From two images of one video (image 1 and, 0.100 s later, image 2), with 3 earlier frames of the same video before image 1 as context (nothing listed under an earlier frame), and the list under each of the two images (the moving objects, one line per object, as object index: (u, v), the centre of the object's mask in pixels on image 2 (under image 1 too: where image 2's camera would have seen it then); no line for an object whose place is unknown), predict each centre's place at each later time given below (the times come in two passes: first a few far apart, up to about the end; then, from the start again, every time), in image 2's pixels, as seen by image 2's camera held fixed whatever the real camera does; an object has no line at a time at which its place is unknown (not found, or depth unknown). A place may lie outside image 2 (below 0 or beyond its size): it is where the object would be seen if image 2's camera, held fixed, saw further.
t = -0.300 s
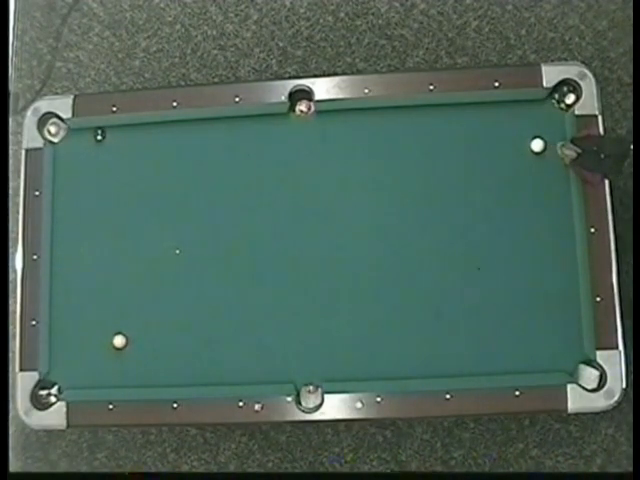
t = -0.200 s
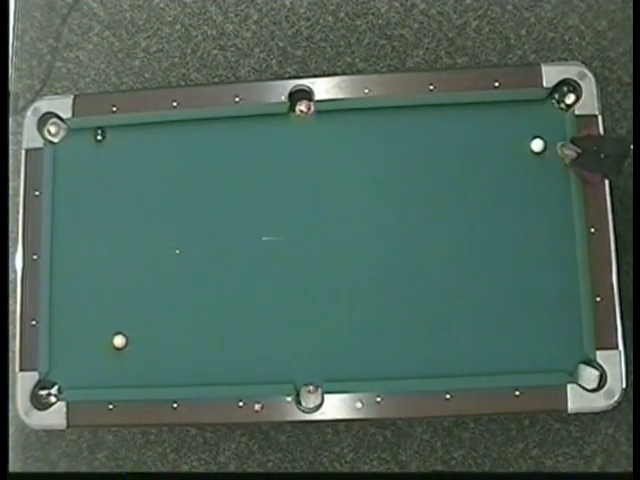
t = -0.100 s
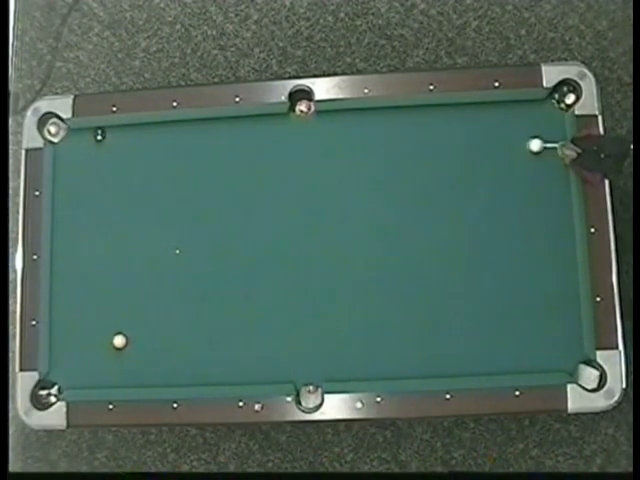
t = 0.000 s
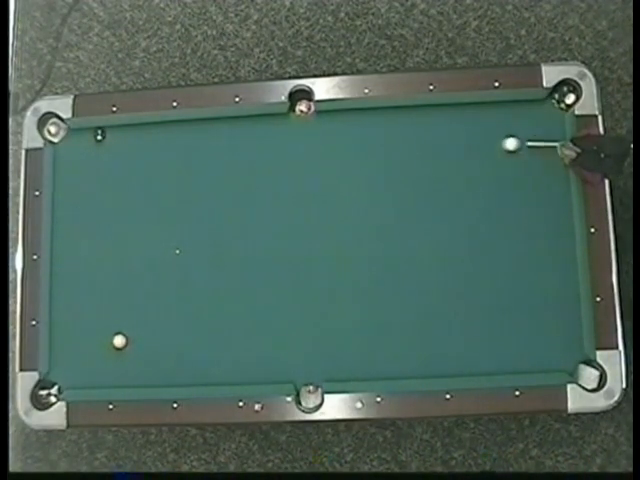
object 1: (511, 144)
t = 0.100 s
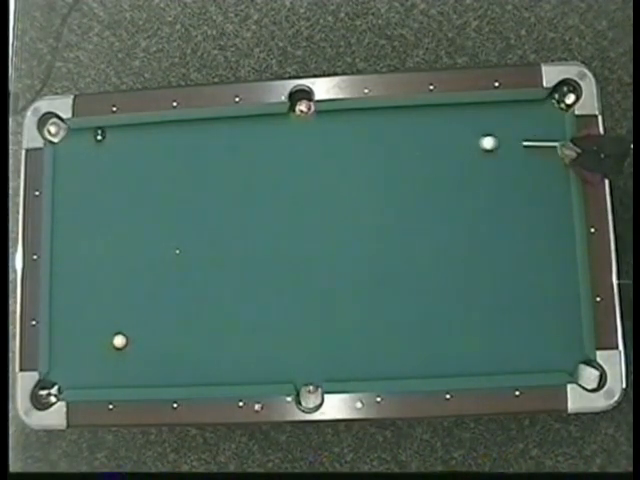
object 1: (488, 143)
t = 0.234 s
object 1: (458, 141)
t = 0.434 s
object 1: (413, 139)
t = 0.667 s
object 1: (363, 137)
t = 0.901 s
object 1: (314, 136)
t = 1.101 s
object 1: (274, 135)
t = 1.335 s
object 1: (228, 134)
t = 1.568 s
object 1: (186, 133)
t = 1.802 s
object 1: (145, 133)
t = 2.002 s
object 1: (113, 132)
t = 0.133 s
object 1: (481, 143)
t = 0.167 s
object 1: (473, 142)
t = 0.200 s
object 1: (466, 142)
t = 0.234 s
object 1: (458, 141)
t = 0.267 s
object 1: (450, 141)
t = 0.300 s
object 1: (443, 141)
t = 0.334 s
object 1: (436, 140)
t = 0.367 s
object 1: (428, 140)
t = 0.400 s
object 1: (421, 140)
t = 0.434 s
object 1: (413, 139)
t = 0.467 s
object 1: (406, 139)
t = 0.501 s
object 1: (399, 139)
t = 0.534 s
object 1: (392, 139)
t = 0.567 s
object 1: (384, 138)
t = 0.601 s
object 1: (377, 138)
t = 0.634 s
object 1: (370, 138)
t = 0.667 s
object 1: (363, 137)
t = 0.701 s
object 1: (356, 137)
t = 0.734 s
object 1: (349, 137)
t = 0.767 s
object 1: (342, 137)
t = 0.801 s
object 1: (335, 136)
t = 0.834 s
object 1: (328, 136)
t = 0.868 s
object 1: (321, 136)
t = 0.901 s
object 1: (314, 136)
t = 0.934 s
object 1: (307, 136)
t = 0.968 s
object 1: (301, 135)
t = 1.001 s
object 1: (294, 135)
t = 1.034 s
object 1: (287, 135)
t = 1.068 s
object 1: (280, 135)
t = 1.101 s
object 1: (274, 135)
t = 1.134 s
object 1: (267, 134)
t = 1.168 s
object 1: (261, 134)
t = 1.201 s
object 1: (254, 134)
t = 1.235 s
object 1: (248, 134)
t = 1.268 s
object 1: (241, 134)
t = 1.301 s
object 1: (235, 134)
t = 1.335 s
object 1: (228, 134)
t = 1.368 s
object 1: (222, 134)
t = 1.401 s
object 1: (216, 133)
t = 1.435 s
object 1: (210, 133)
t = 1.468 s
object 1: (204, 133)
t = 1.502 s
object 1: (198, 133)
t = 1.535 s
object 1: (192, 133)
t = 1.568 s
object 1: (186, 133)
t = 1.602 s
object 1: (180, 133)
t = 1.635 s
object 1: (174, 133)
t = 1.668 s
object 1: (168, 133)
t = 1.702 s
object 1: (162, 133)
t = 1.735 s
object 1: (156, 133)
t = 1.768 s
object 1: (151, 132)
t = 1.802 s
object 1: (145, 133)
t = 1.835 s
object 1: (139, 132)
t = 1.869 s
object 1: (134, 132)
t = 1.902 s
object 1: (128, 132)
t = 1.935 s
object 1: (123, 132)
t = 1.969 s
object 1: (118, 132)
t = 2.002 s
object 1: (113, 132)
